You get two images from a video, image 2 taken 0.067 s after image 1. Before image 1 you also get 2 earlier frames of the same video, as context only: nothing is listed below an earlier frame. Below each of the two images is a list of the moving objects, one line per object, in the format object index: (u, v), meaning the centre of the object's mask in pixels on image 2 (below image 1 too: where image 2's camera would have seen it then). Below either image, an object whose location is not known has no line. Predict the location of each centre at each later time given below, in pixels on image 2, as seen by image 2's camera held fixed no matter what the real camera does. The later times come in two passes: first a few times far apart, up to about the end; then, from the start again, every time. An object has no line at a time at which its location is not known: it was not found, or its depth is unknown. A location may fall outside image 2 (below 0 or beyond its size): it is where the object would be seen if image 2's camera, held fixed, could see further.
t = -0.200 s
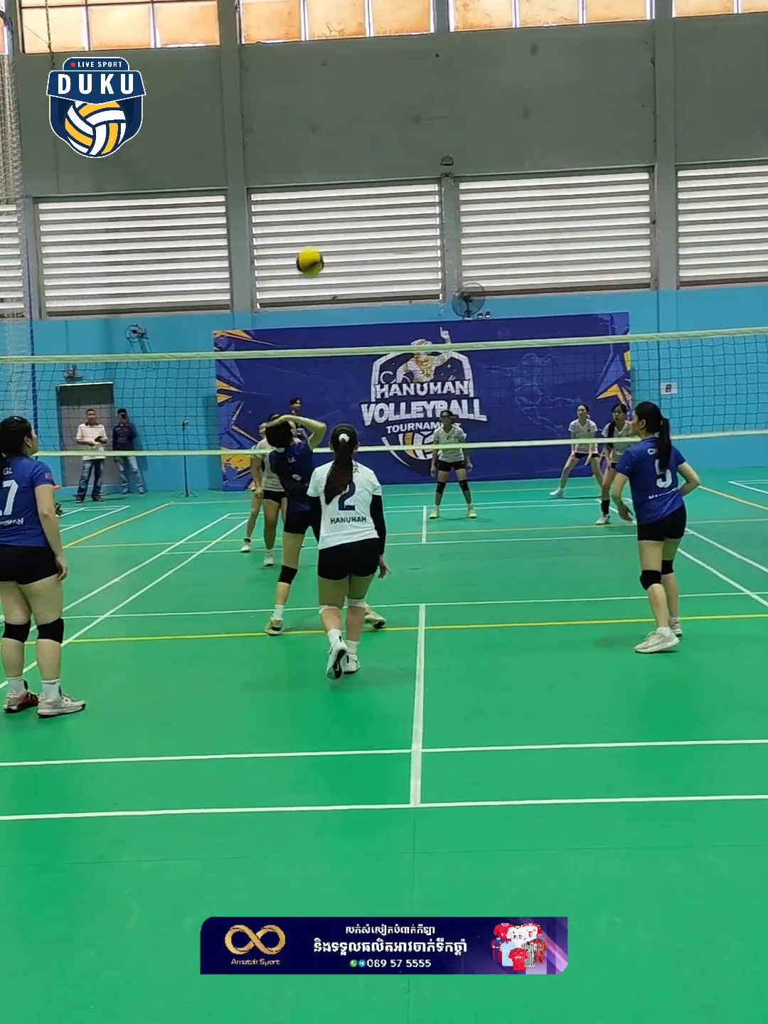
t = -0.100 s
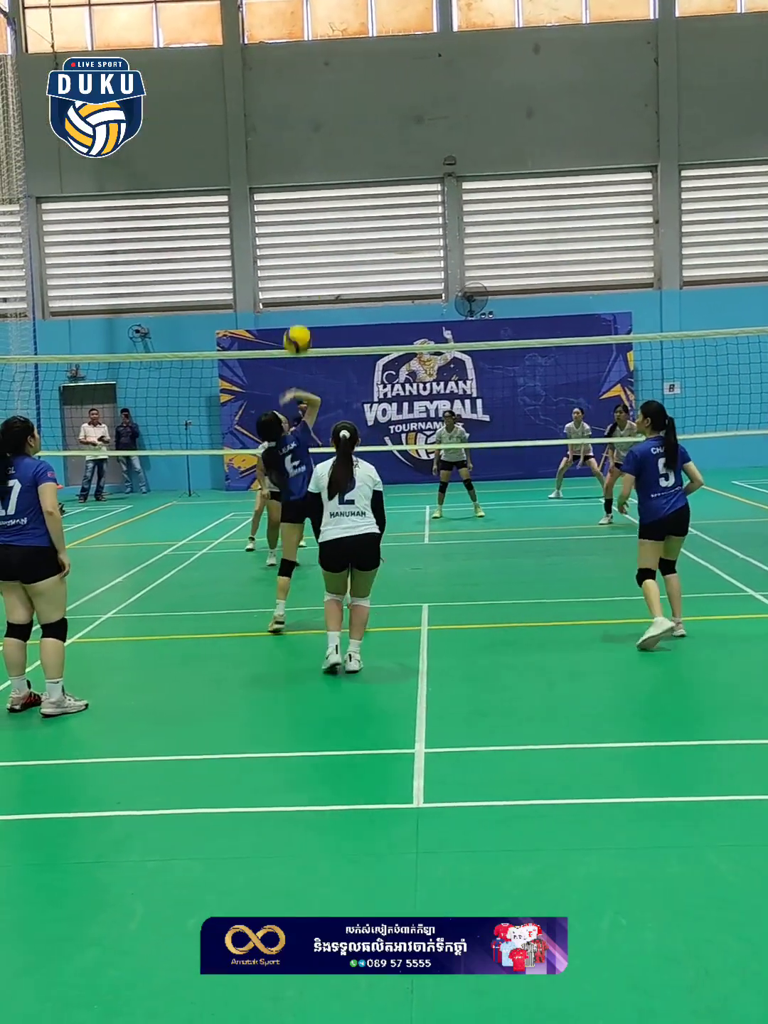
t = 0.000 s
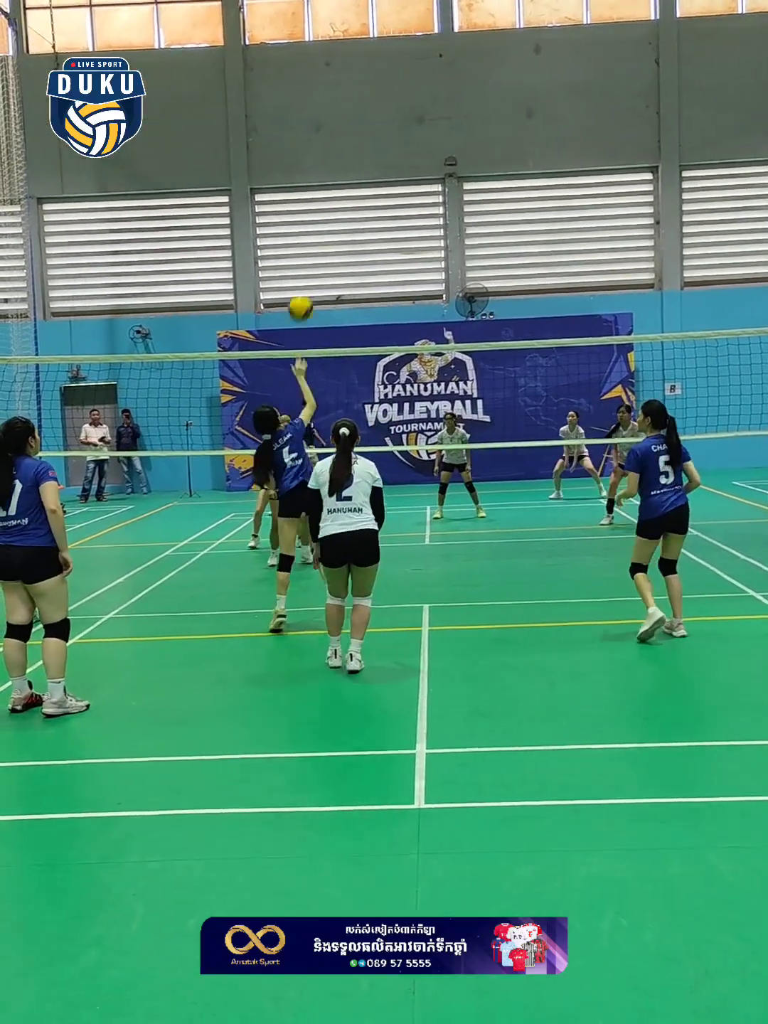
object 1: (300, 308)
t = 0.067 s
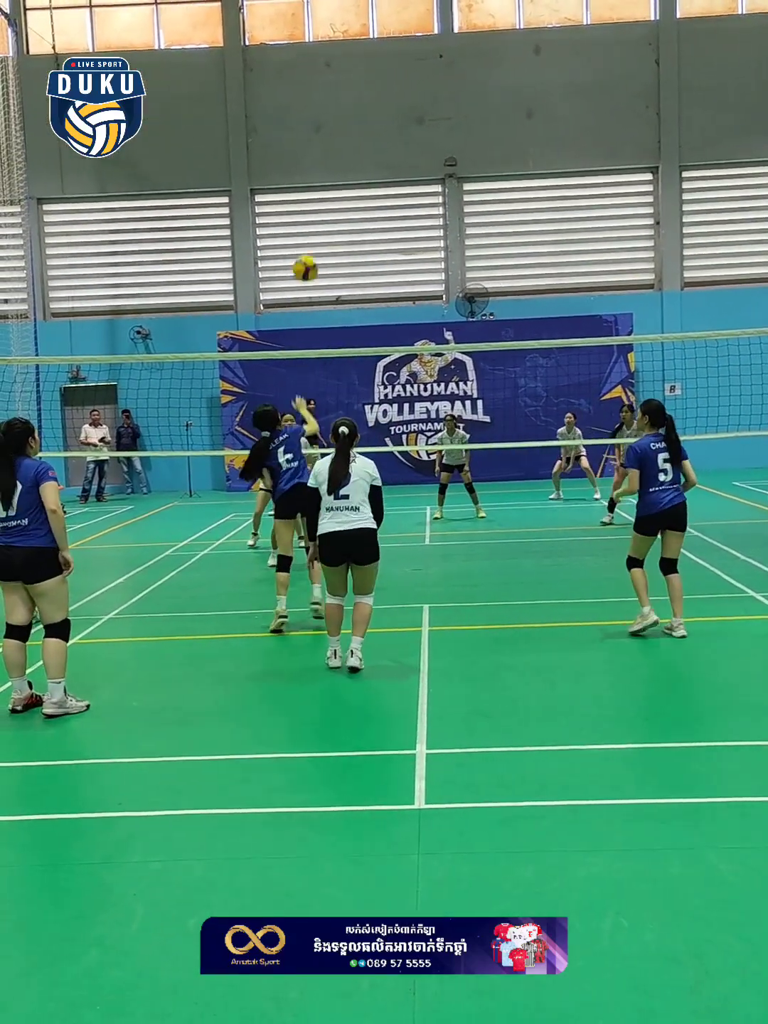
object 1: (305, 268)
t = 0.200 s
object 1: (312, 215)
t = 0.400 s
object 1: (321, 183)
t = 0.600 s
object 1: (329, 193)
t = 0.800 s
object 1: (334, 233)
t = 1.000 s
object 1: (338, 292)
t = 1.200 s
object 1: (341, 367)
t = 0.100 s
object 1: (307, 253)
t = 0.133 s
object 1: (309, 238)
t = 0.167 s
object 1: (311, 225)
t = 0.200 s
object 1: (312, 215)
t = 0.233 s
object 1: (314, 206)
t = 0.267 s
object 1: (316, 198)
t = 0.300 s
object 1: (317, 192)
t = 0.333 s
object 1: (319, 188)
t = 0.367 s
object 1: (320, 185)
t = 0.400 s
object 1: (321, 183)
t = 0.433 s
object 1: (323, 182)
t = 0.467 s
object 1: (325, 182)
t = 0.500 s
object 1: (326, 184)
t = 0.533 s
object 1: (327, 186)
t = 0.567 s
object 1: (328, 189)
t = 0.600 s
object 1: (329, 193)
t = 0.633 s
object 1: (330, 198)
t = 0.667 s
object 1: (331, 204)
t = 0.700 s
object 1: (332, 210)
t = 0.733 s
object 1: (333, 217)
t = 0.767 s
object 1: (334, 225)
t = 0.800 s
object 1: (334, 233)
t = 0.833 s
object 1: (335, 241)
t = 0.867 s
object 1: (335, 250)
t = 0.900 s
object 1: (337, 260)
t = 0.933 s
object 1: (337, 270)
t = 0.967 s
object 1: (338, 281)
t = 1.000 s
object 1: (338, 292)
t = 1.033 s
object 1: (338, 303)
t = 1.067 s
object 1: (339, 315)
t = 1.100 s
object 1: (339, 328)
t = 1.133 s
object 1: (340, 340)
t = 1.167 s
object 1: (340, 358)
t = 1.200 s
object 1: (341, 367)
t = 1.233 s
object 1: (341, 381)
